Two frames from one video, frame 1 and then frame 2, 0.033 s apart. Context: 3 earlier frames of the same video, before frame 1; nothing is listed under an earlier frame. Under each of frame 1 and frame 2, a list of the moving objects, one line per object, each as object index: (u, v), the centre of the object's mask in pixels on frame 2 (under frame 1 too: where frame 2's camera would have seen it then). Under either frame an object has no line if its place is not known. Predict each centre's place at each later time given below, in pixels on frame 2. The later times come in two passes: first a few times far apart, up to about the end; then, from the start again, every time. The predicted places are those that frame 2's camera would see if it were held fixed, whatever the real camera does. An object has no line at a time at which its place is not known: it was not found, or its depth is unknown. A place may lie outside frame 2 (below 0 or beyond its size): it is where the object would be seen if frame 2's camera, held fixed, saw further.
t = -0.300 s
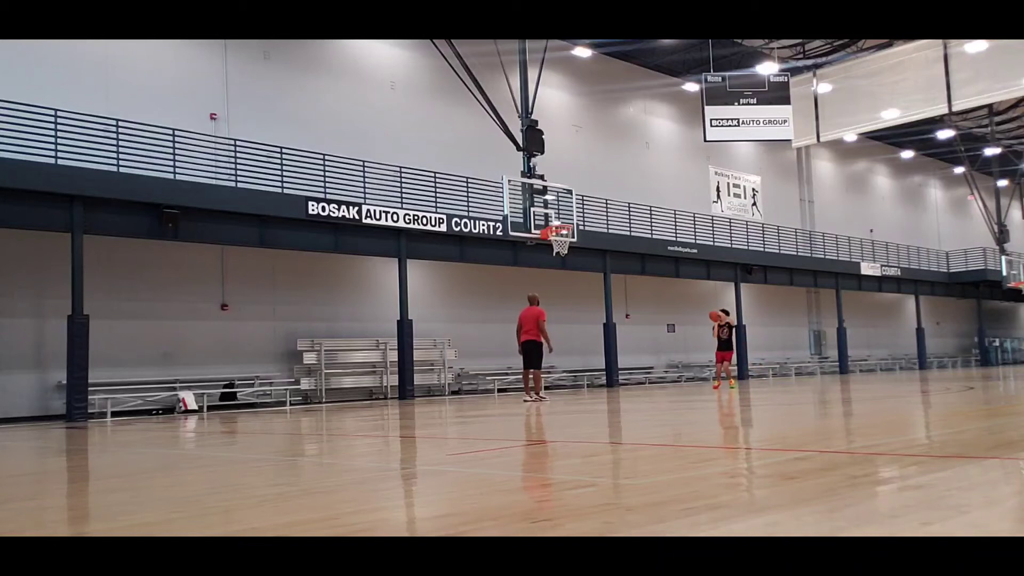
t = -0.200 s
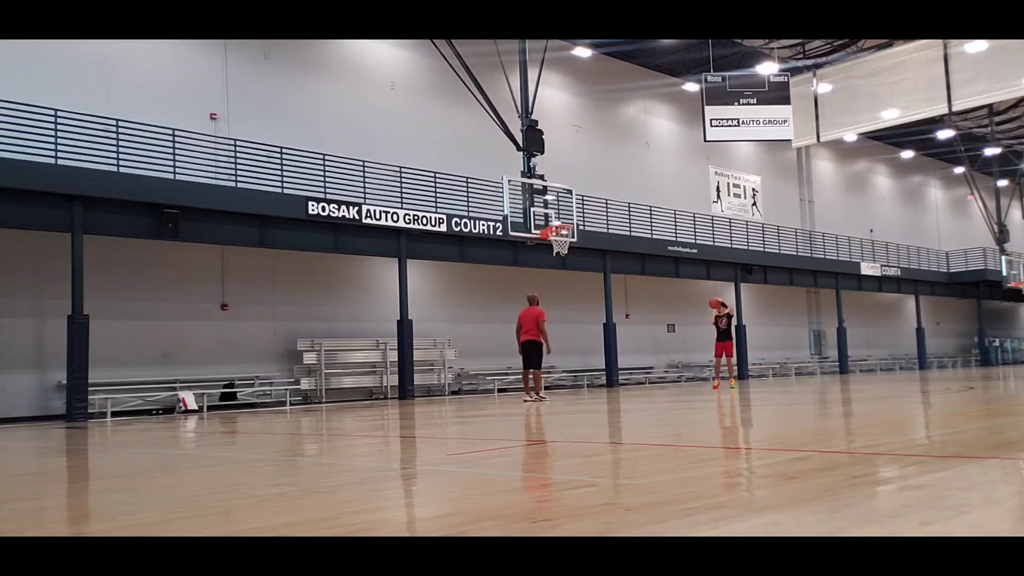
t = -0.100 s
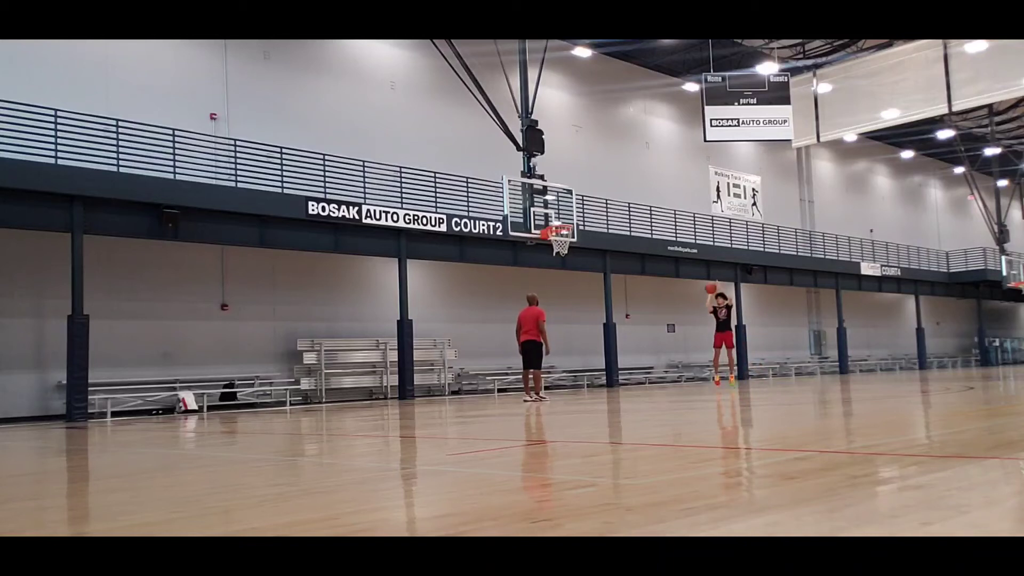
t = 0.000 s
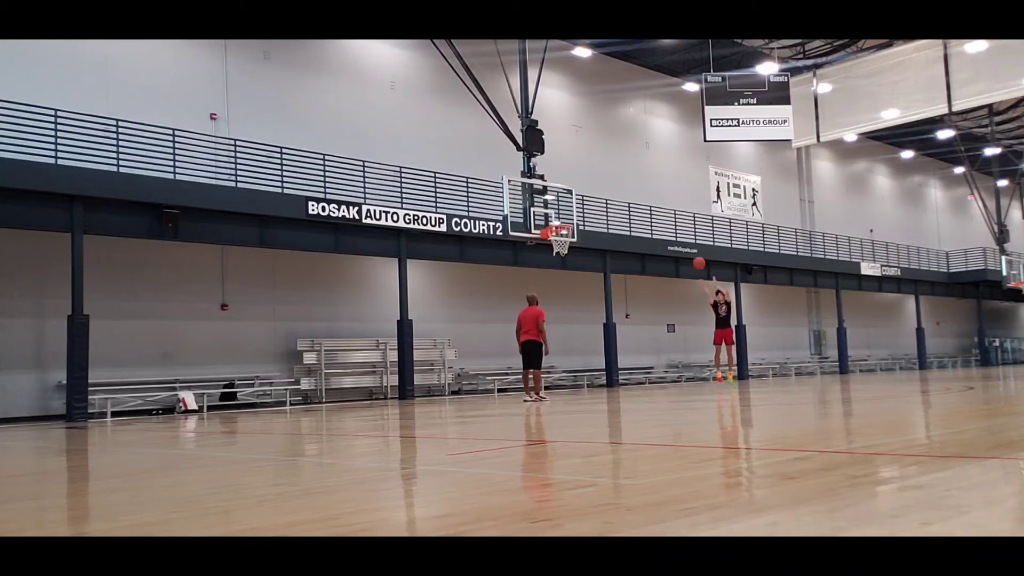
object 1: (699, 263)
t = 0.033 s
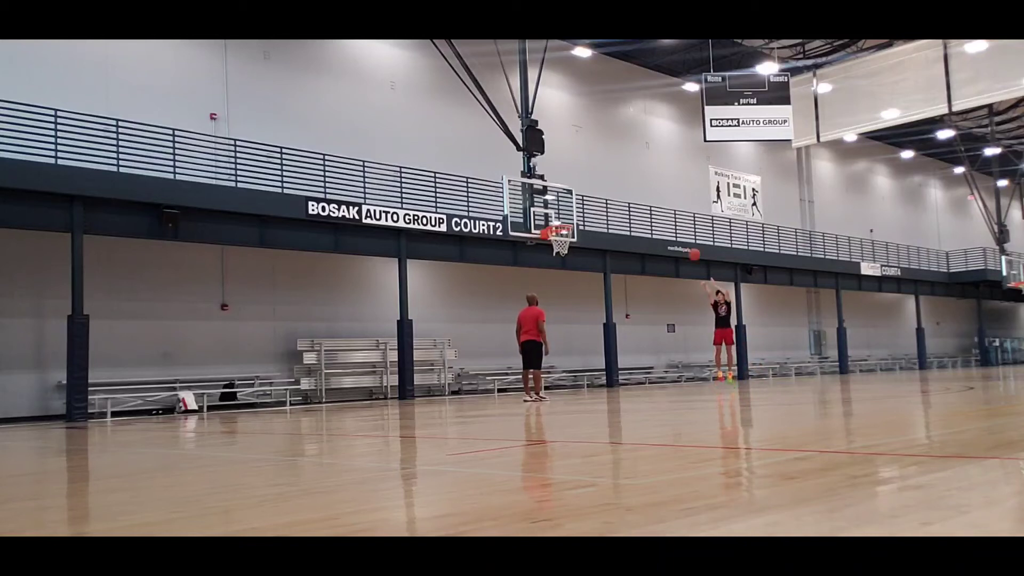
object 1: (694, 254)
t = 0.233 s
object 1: (666, 213)
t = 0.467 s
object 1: (632, 187)
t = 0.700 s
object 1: (598, 187)
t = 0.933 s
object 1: (564, 215)
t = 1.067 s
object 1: (554, 237)
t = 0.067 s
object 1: (689, 246)
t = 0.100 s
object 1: (685, 239)
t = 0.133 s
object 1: (680, 231)
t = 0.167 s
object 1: (675, 225)
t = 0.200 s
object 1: (670, 219)
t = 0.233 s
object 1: (666, 213)
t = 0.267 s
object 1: (661, 207)
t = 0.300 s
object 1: (656, 203)
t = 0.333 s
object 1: (651, 199)
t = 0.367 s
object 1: (646, 195)
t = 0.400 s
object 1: (642, 192)
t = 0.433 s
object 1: (637, 189)
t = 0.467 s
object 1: (632, 187)
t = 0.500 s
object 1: (627, 185)
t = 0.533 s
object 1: (622, 184)
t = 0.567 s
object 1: (618, 183)
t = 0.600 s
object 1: (613, 183)
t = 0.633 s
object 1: (608, 184)
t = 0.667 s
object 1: (603, 185)
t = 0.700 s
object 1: (598, 187)
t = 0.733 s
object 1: (593, 189)
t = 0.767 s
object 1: (588, 191)
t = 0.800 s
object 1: (583, 195)
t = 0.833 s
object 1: (579, 199)
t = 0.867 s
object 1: (573, 203)
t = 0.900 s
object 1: (568, 209)
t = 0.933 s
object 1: (564, 215)
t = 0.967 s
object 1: (559, 220)
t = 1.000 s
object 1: (551, 224)
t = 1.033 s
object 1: (553, 235)
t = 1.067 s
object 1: (554, 237)
